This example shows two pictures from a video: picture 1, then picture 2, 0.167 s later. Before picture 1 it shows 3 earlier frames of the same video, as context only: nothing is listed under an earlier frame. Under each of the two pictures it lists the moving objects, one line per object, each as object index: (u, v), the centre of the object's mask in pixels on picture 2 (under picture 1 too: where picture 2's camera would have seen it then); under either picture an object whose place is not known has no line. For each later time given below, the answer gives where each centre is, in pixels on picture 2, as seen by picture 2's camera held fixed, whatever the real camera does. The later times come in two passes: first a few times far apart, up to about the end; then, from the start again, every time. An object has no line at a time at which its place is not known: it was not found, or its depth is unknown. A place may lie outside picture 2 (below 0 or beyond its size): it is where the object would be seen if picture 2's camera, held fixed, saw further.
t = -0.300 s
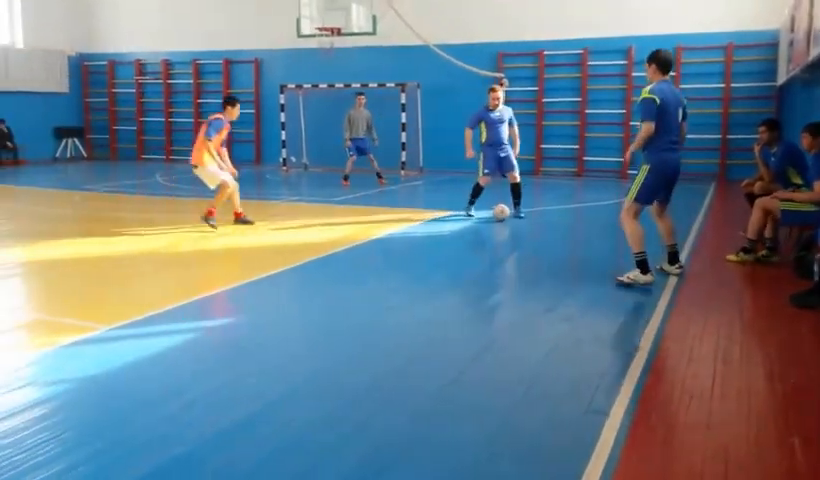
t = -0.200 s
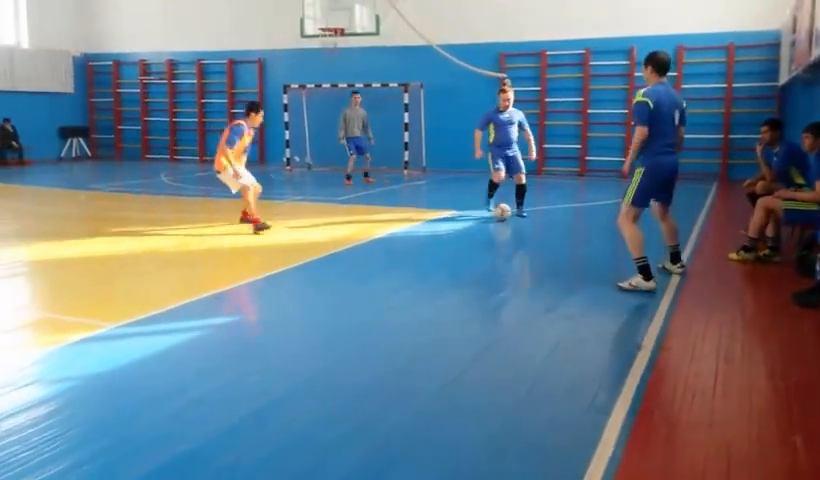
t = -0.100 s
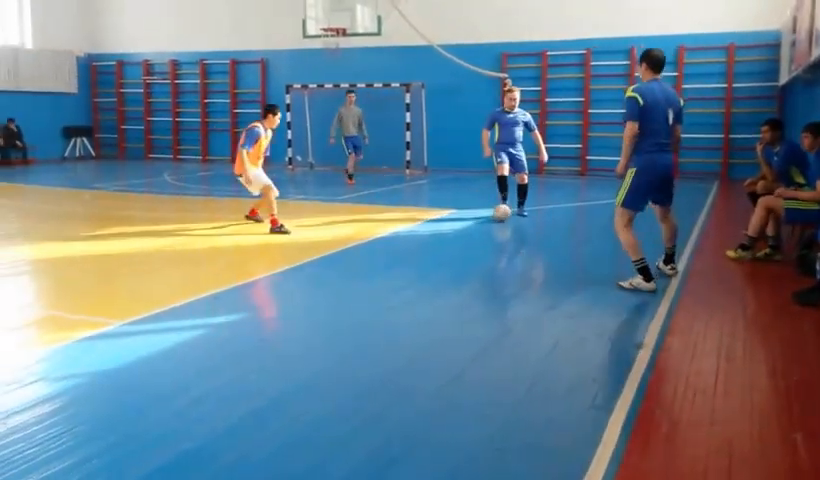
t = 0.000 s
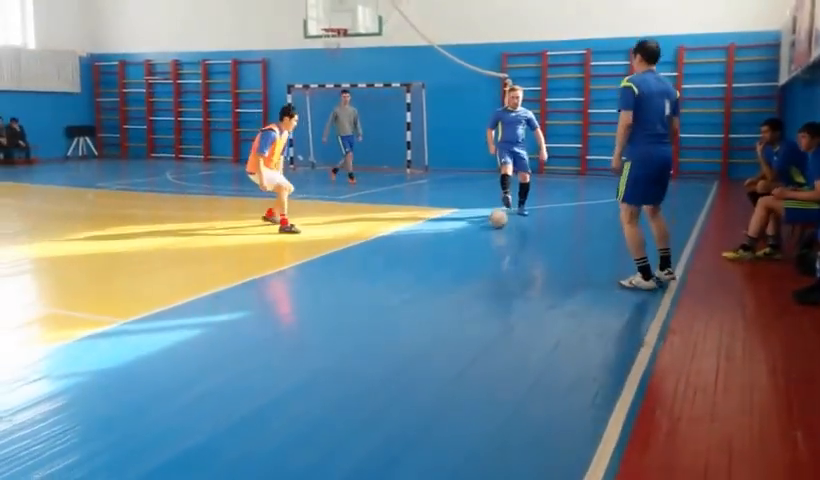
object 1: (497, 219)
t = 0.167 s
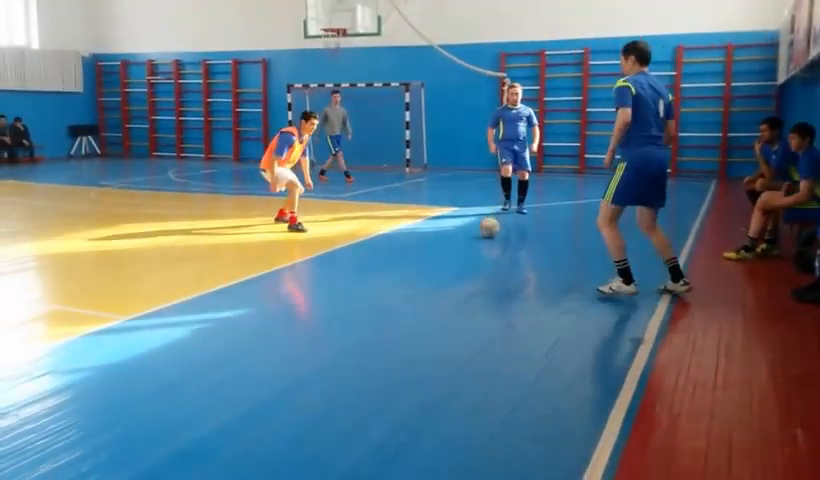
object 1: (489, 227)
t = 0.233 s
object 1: (485, 232)
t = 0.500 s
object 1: (464, 252)
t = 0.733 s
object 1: (437, 279)
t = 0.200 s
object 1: (486, 230)
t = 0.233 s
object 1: (485, 232)
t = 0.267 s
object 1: (483, 234)
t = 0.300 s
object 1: (481, 236)
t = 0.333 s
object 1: (478, 238)
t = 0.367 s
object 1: (476, 241)
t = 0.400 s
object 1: (473, 244)
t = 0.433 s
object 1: (470, 247)
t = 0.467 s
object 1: (467, 250)
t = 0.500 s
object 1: (464, 252)
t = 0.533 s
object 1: (461, 256)
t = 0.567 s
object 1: (457, 259)
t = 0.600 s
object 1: (453, 263)
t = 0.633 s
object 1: (450, 266)
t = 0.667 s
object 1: (446, 270)
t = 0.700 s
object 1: (441, 274)
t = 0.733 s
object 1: (437, 279)
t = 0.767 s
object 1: (434, 284)
